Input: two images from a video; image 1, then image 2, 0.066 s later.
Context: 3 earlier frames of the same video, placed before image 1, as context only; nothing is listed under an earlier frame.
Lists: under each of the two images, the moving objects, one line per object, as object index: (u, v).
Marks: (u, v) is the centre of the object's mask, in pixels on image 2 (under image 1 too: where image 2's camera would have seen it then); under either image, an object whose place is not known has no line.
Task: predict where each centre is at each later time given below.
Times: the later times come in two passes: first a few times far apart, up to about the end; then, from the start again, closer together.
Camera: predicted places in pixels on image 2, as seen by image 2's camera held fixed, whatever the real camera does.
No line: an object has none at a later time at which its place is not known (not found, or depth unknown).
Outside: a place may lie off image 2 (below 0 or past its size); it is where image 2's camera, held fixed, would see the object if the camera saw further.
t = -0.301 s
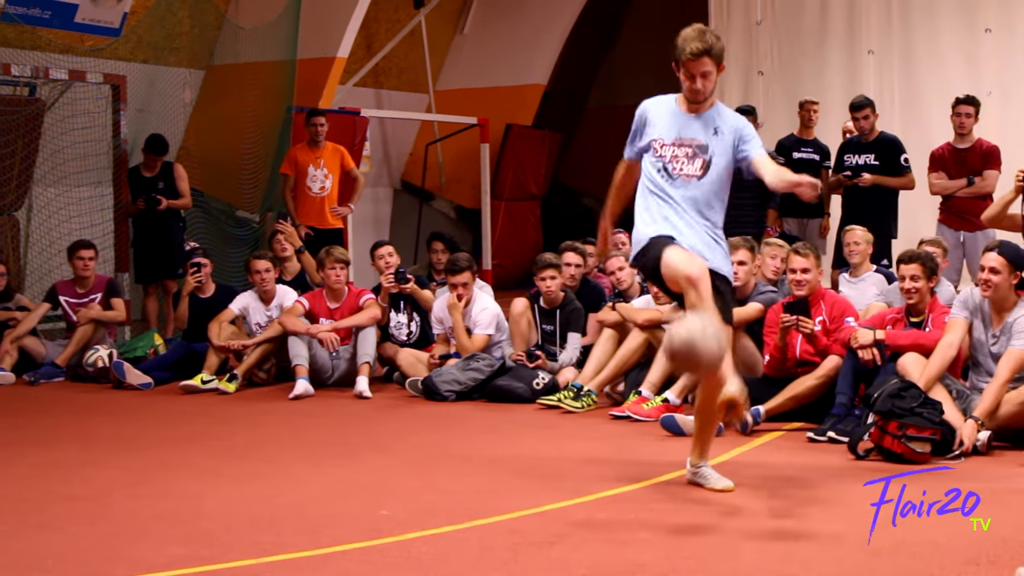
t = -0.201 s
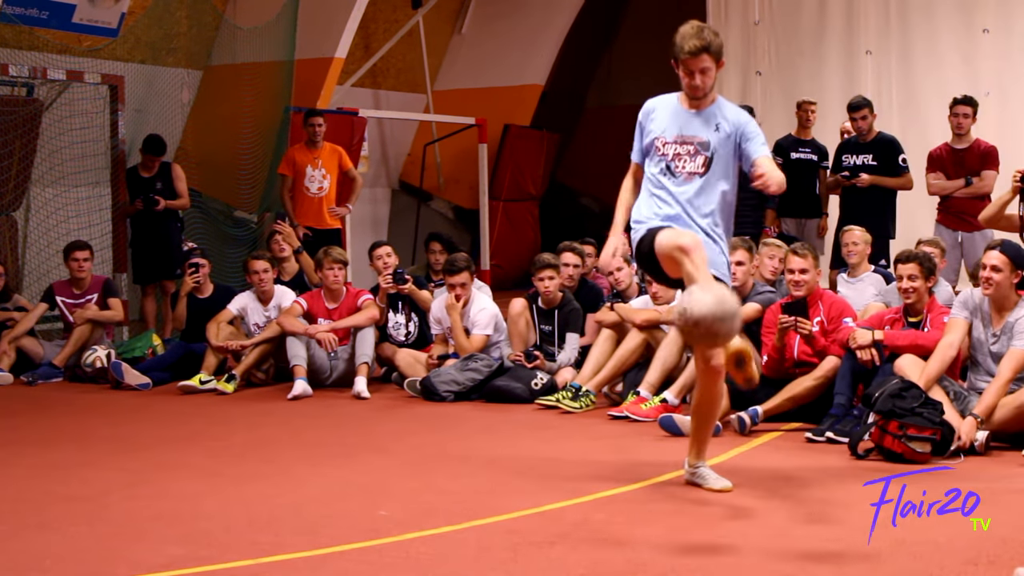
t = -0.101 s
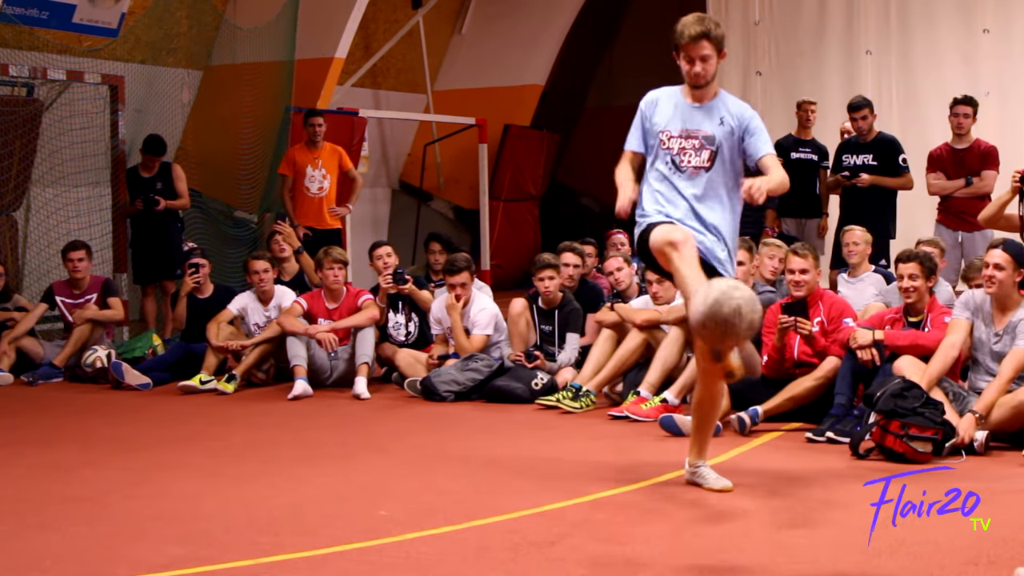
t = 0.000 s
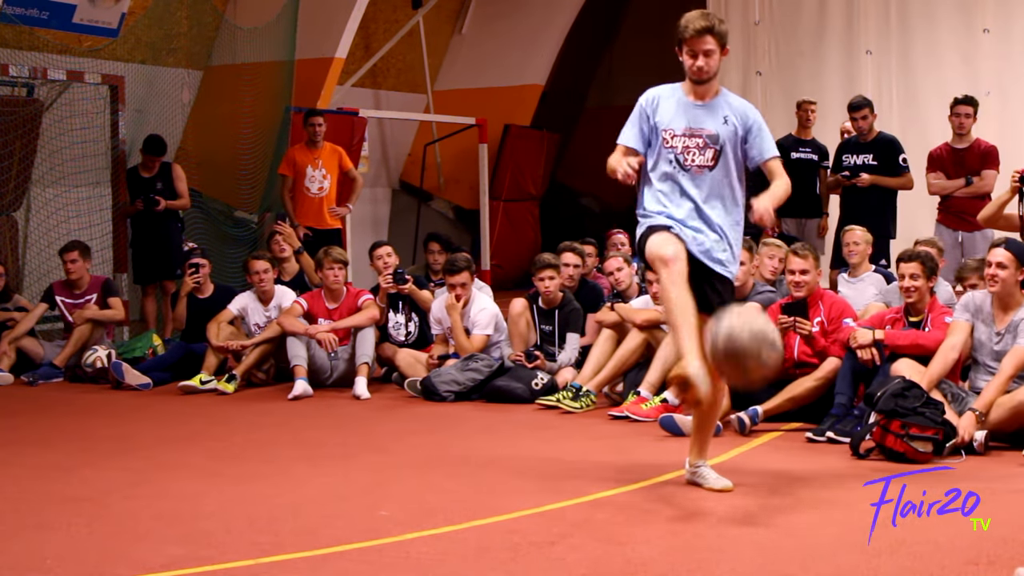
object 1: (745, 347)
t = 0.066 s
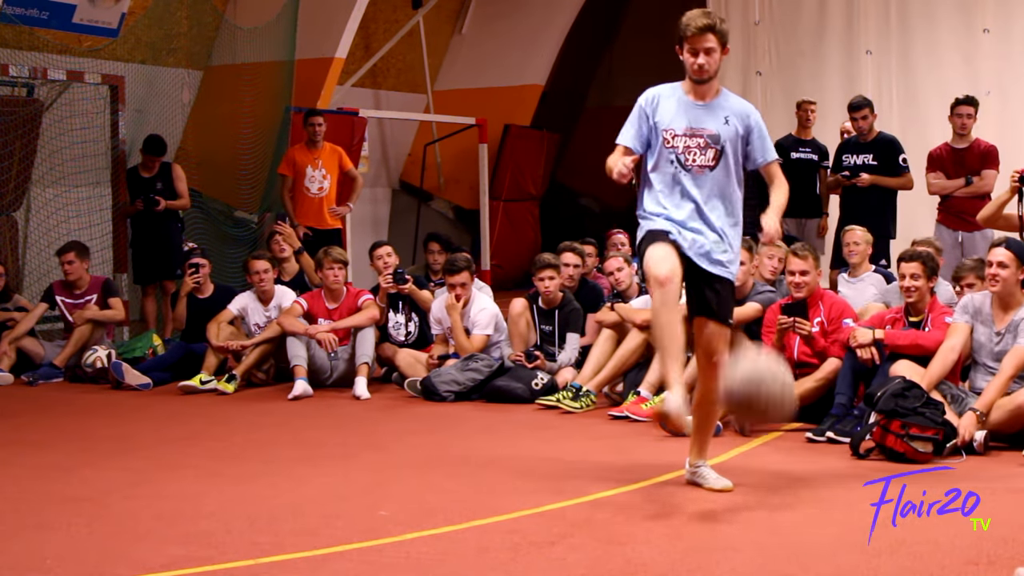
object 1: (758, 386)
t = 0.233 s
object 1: (792, 562)
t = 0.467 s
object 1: (793, 484)
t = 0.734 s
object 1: (799, 559)
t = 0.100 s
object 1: (763, 415)
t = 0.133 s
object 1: (771, 454)
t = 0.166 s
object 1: (777, 491)
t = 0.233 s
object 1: (792, 562)
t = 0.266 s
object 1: (795, 564)
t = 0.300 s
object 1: (797, 551)
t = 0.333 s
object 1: (798, 538)
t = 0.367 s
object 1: (798, 521)
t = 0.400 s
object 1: (797, 505)
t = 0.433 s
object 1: (797, 493)
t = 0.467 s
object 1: (793, 484)
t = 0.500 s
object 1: (793, 480)
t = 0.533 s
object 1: (796, 480)
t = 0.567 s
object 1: (796, 484)
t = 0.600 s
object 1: (797, 494)
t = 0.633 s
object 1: (798, 508)
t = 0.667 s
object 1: (798, 529)
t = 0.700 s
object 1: (799, 544)
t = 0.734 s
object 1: (799, 559)
